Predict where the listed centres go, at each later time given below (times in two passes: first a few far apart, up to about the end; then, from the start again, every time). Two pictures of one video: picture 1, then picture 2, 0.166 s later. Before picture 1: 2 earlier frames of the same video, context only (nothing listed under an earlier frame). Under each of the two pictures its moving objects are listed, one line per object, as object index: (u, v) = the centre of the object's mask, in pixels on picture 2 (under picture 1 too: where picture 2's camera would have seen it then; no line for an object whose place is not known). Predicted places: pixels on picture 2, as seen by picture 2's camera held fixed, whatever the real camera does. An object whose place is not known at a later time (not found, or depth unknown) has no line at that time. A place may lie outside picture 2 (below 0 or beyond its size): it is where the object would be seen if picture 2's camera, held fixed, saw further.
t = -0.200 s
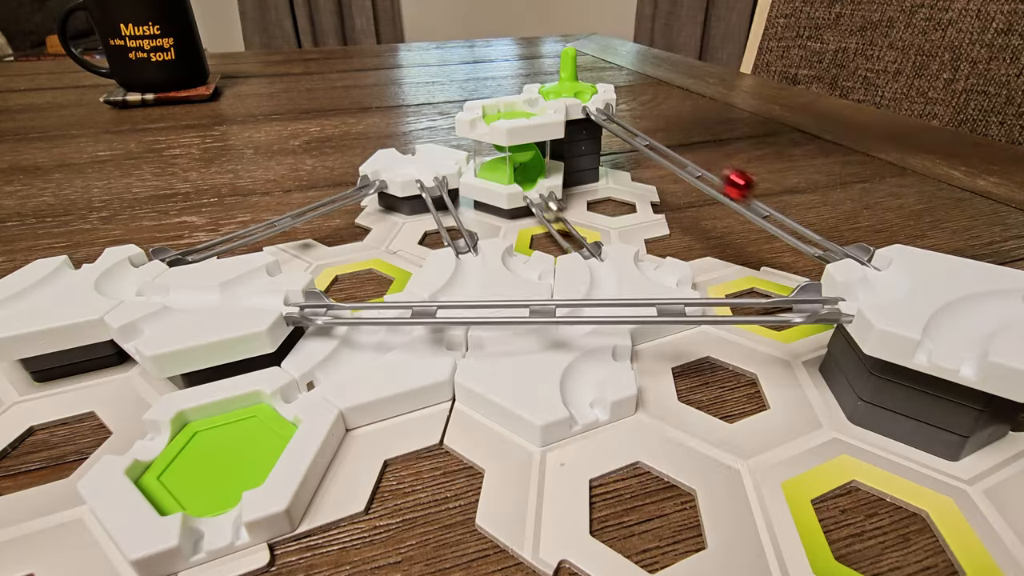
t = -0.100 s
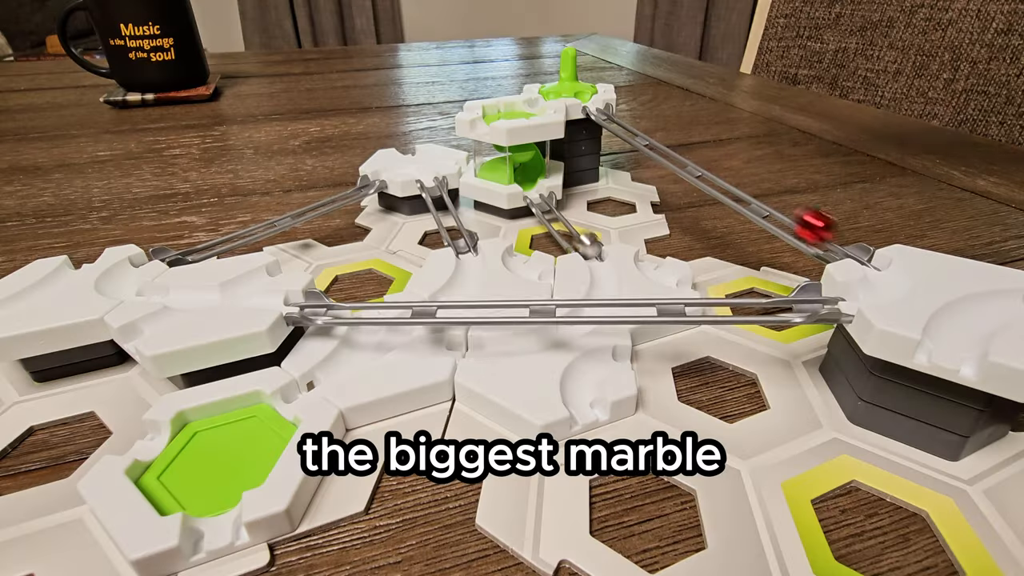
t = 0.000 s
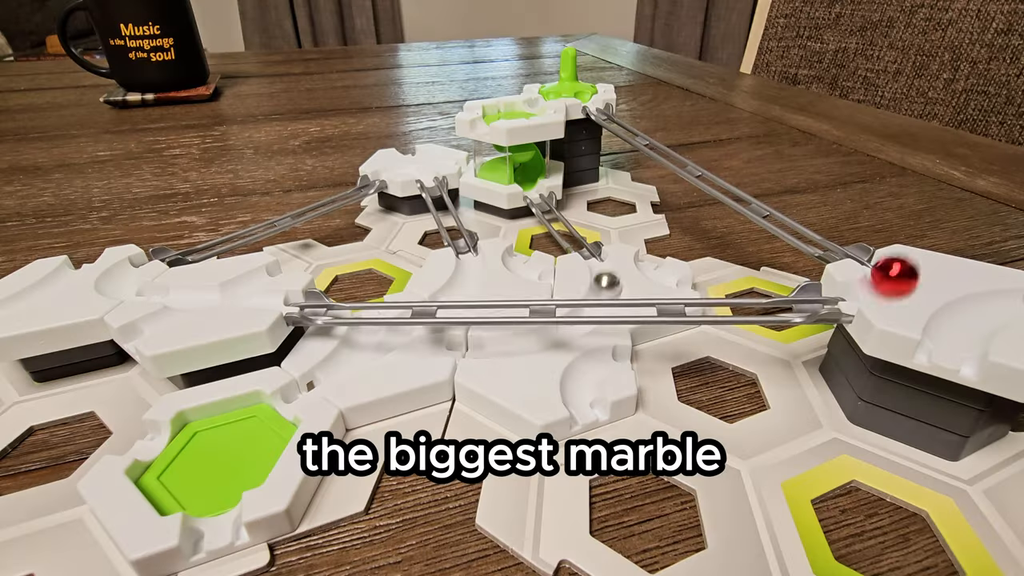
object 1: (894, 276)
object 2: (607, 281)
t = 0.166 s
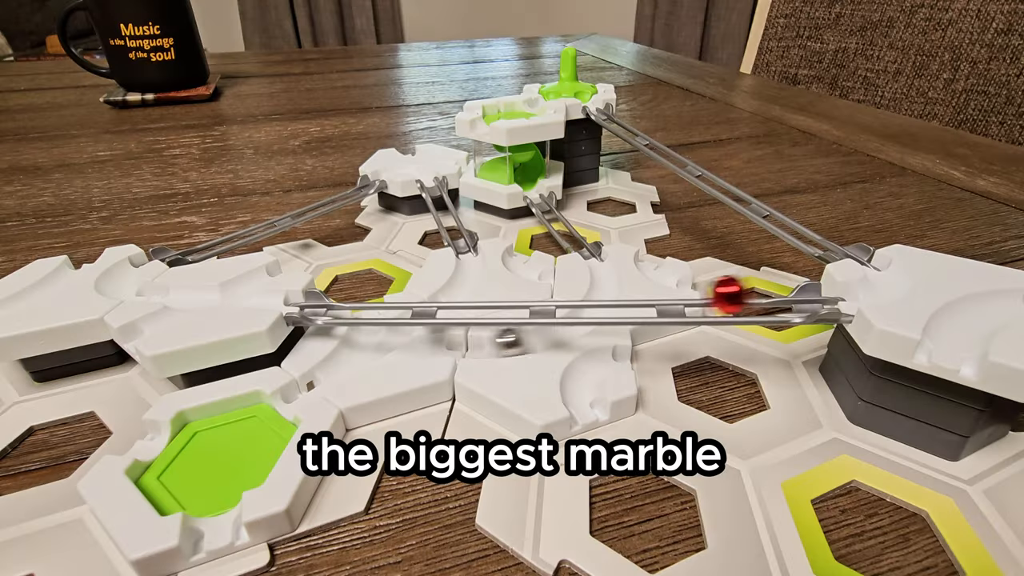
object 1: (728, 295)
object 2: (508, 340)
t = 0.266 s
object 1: (628, 296)
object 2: (423, 341)
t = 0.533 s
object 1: (330, 296)
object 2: (211, 444)
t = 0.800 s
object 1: (155, 248)
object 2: (183, 436)
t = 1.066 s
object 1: (311, 199)
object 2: (208, 428)
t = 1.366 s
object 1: (415, 167)
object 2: (228, 422)
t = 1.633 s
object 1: (436, 185)
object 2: (247, 413)
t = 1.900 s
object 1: (453, 288)
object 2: (249, 414)
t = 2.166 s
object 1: (270, 407)
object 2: (207, 421)
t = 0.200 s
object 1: (694, 295)
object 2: (476, 341)
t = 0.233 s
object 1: (663, 297)
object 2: (445, 339)
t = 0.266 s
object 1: (628, 296)
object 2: (423, 341)
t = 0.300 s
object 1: (593, 297)
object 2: (389, 344)
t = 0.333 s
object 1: (557, 298)
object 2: (359, 352)
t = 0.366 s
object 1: (521, 298)
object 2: (330, 362)
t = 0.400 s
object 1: (484, 298)
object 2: (310, 378)
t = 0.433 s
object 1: (445, 298)
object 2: (290, 395)
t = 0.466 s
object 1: (408, 300)
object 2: (264, 410)
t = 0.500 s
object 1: (368, 296)
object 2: (239, 428)
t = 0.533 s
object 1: (330, 296)
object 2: (211, 444)
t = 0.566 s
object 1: (292, 298)
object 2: (179, 461)
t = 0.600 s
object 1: (249, 294)
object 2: (159, 467)
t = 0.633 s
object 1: (209, 293)
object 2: (167, 463)
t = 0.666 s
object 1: (169, 291)
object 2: (173, 457)
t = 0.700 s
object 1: (131, 286)
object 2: (176, 452)
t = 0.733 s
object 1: (113, 277)
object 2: (178, 447)
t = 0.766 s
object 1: (128, 261)
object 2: (181, 442)
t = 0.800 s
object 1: (155, 248)
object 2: (183, 436)
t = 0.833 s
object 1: (183, 242)
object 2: (186, 432)
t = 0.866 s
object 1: (208, 235)
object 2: (191, 426)
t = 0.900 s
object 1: (229, 229)
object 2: (194, 422)
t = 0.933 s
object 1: (249, 222)
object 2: (197, 423)
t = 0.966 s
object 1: (266, 216)
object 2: (200, 425)
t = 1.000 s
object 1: (281, 210)
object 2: (203, 426)
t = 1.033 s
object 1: (296, 204)
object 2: (206, 427)
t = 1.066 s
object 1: (311, 199)
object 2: (208, 428)
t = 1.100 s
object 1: (326, 194)
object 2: (211, 428)
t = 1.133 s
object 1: (340, 188)
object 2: (213, 429)
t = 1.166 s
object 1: (352, 183)
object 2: (215, 428)
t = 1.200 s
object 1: (362, 179)
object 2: (218, 428)
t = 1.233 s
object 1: (371, 174)
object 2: (220, 427)
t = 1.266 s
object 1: (381, 169)
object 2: (222, 426)
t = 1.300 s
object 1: (394, 166)
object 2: (224, 425)
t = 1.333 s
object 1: (405, 165)
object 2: (226, 424)
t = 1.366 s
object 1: (415, 167)
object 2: (228, 422)
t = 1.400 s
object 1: (422, 170)
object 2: (230, 420)
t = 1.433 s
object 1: (426, 169)
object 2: (233, 418)
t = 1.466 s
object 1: (428, 171)
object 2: (235, 415)
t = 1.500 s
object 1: (429, 171)
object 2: (238, 412)
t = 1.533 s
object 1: (430, 173)
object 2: (240, 411)
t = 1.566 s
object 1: (431, 175)
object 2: (243, 412)
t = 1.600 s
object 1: (434, 180)
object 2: (246, 412)
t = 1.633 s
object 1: (436, 185)
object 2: (247, 413)
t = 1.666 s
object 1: (441, 194)
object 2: (248, 414)
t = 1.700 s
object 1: (446, 203)
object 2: (248, 415)
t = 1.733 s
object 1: (452, 216)
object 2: (249, 415)
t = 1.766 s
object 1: (458, 232)
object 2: (250, 415)
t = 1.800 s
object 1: (466, 247)
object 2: (250, 415)
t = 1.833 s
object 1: (470, 260)
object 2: (250, 415)
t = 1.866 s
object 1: (465, 275)
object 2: (249, 414)
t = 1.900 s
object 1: (453, 288)
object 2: (249, 414)
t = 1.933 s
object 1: (433, 295)
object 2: (248, 413)
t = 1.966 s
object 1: (411, 328)
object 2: (247, 413)
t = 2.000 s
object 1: (391, 336)
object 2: (246, 412)
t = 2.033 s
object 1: (365, 348)
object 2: (245, 411)
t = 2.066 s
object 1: (337, 364)
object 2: (243, 410)
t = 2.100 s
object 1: (308, 383)
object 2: (242, 411)
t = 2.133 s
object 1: (282, 399)
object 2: (235, 414)
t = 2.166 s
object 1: (270, 407)
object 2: (207, 421)
